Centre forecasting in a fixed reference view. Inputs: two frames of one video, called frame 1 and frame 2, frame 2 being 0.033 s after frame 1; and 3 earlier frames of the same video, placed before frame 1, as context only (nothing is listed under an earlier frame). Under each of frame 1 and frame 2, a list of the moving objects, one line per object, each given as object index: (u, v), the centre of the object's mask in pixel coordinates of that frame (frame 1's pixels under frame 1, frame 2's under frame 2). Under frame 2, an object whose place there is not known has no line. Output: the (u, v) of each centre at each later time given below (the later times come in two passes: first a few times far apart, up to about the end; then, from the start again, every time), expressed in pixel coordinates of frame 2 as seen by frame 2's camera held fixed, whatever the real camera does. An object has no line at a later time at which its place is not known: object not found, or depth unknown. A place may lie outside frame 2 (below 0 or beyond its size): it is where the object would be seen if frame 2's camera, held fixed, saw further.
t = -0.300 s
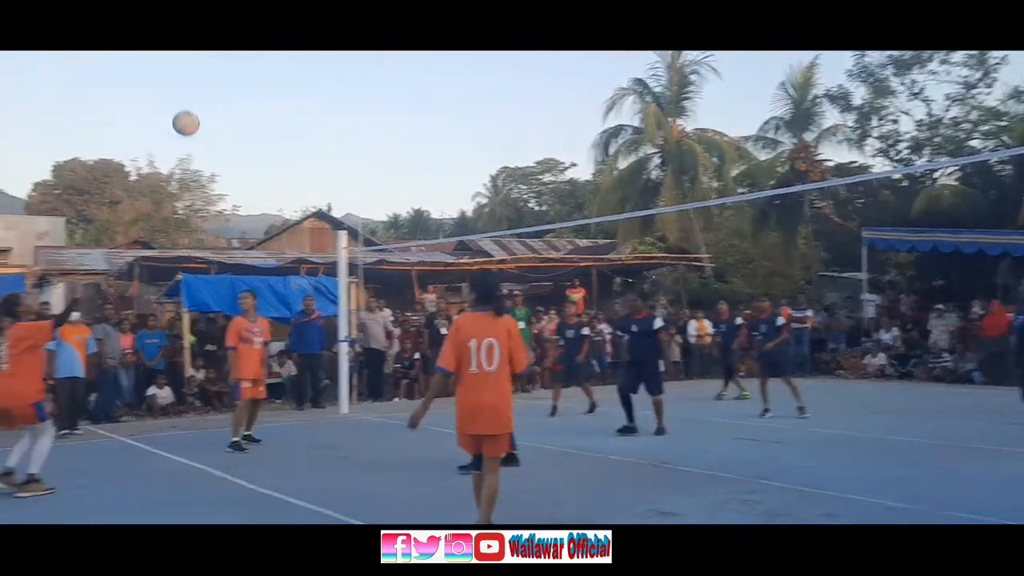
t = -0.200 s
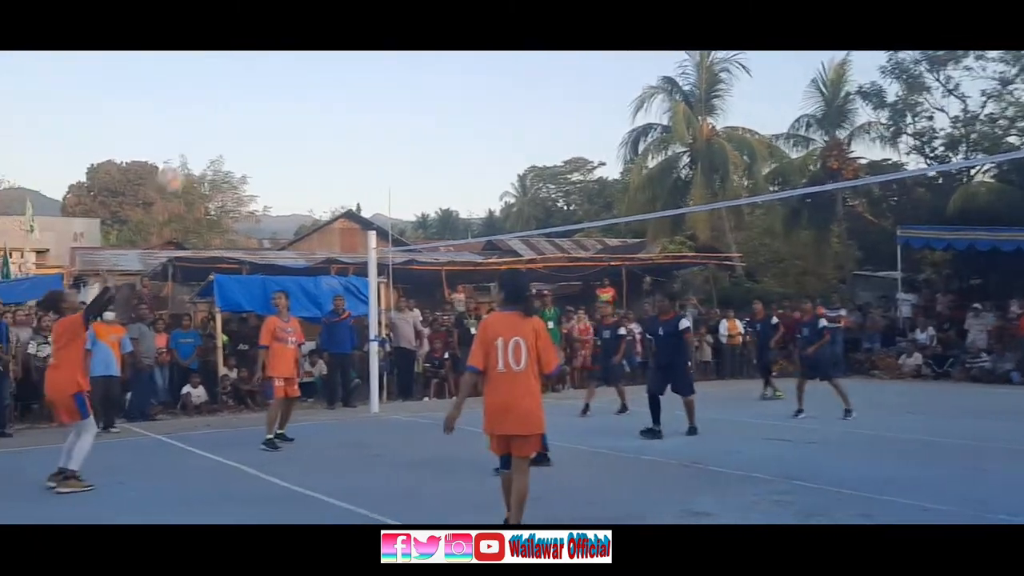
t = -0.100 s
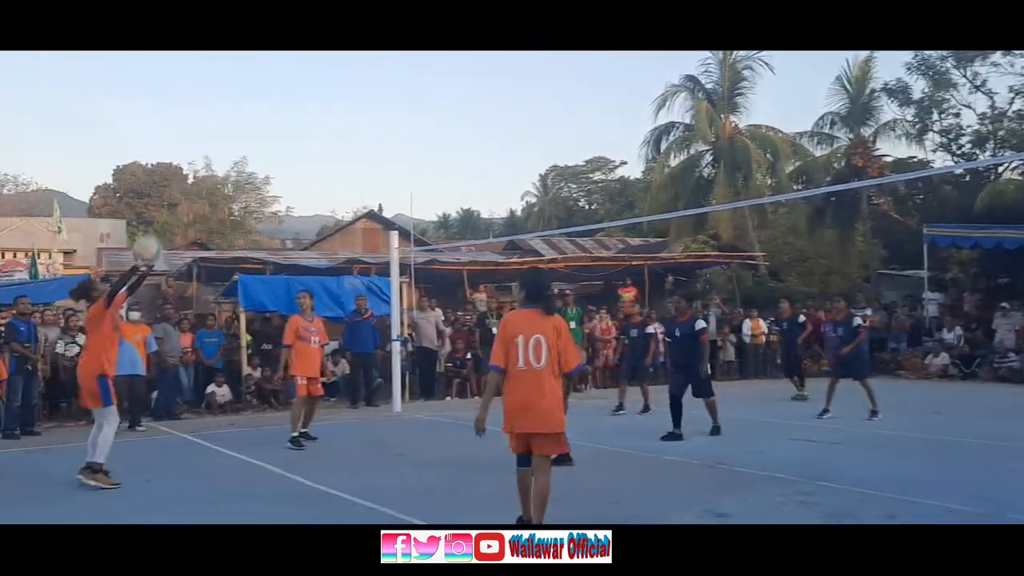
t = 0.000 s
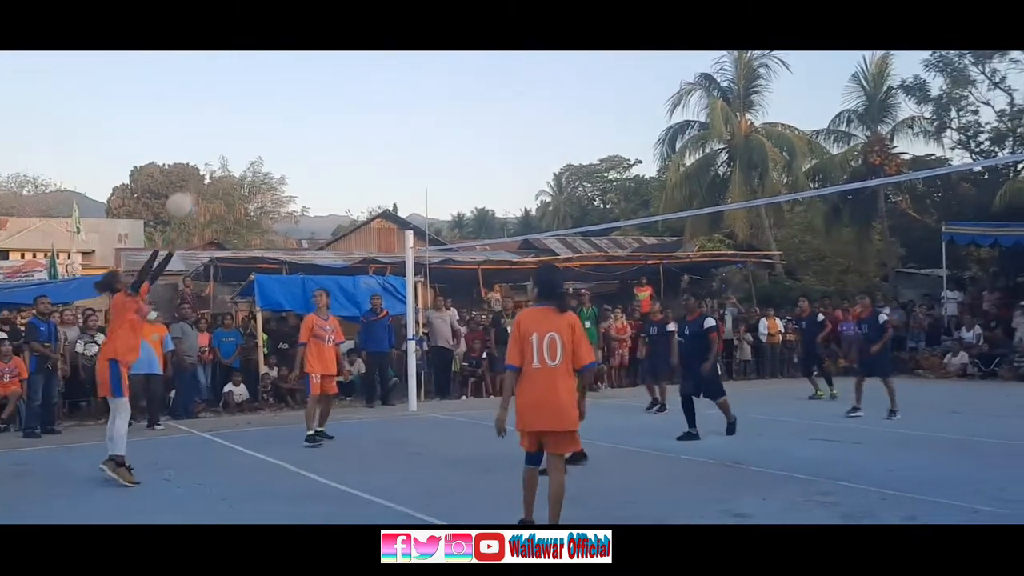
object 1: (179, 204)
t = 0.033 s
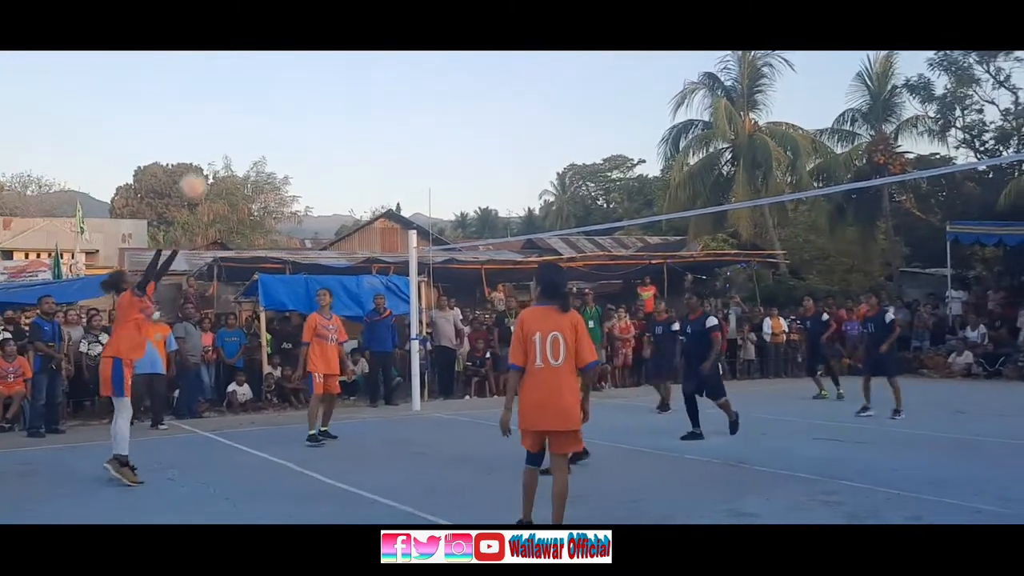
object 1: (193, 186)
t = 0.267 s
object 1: (254, 89)
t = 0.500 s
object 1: (315, 59)
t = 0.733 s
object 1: (377, 90)
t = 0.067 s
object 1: (201, 168)
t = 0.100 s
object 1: (210, 152)
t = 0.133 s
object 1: (219, 136)
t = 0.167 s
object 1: (227, 122)
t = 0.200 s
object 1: (236, 110)
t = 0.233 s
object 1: (245, 99)
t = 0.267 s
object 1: (254, 89)
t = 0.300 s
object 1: (262, 80)
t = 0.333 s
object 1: (271, 73)
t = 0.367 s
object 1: (280, 67)
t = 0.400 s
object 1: (288, 62)
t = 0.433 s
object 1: (297, 60)
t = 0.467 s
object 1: (306, 59)
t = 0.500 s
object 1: (315, 59)
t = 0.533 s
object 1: (324, 59)
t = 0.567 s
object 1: (332, 60)
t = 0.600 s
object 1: (341, 63)
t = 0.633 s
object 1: (350, 68)
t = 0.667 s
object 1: (359, 74)
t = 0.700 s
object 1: (368, 81)
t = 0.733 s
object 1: (377, 90)
